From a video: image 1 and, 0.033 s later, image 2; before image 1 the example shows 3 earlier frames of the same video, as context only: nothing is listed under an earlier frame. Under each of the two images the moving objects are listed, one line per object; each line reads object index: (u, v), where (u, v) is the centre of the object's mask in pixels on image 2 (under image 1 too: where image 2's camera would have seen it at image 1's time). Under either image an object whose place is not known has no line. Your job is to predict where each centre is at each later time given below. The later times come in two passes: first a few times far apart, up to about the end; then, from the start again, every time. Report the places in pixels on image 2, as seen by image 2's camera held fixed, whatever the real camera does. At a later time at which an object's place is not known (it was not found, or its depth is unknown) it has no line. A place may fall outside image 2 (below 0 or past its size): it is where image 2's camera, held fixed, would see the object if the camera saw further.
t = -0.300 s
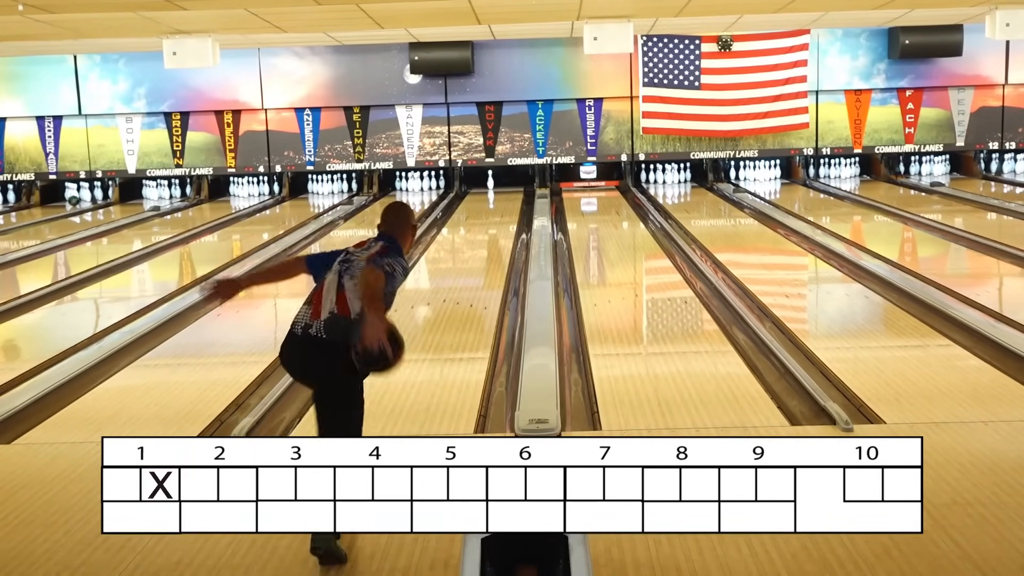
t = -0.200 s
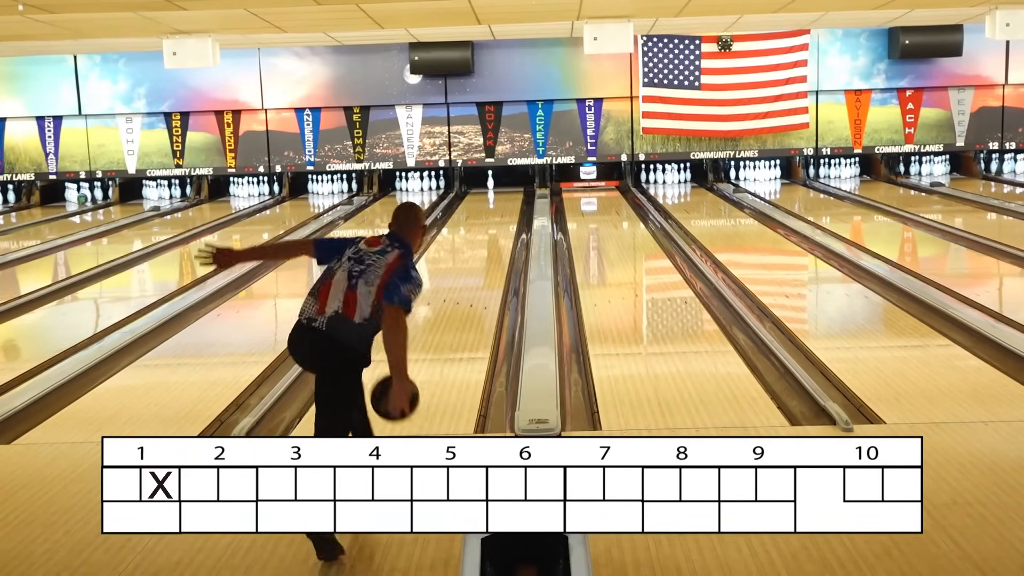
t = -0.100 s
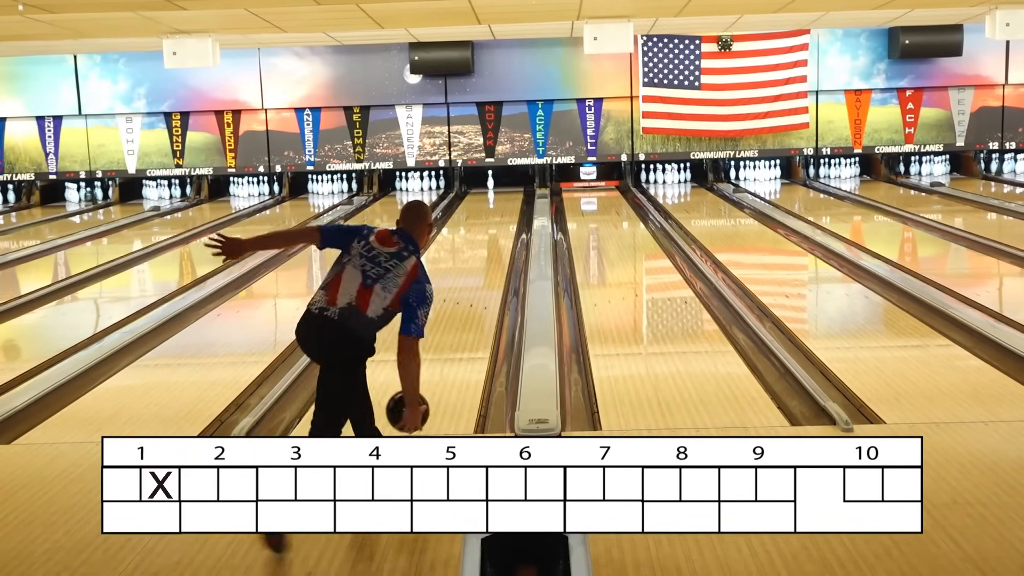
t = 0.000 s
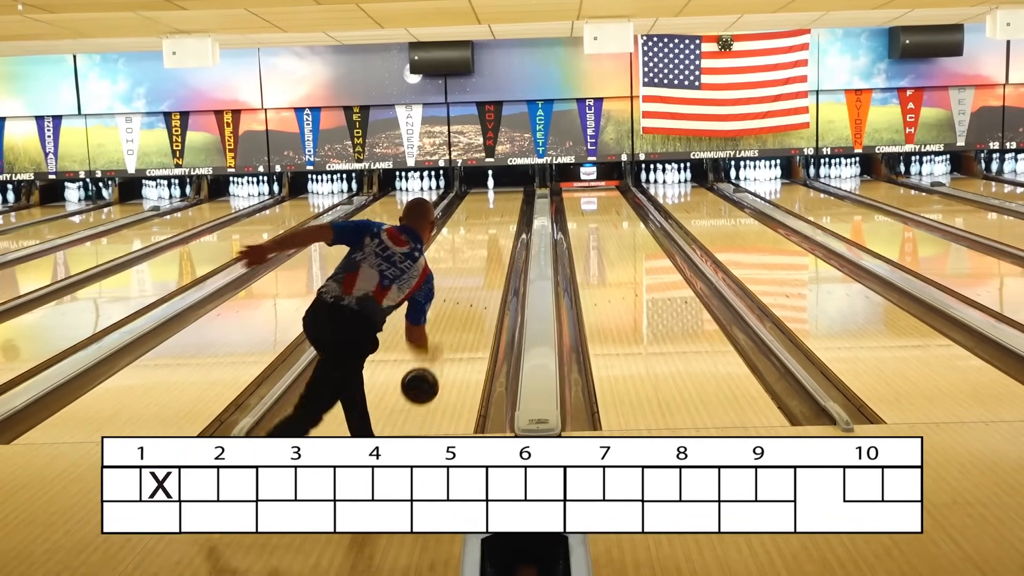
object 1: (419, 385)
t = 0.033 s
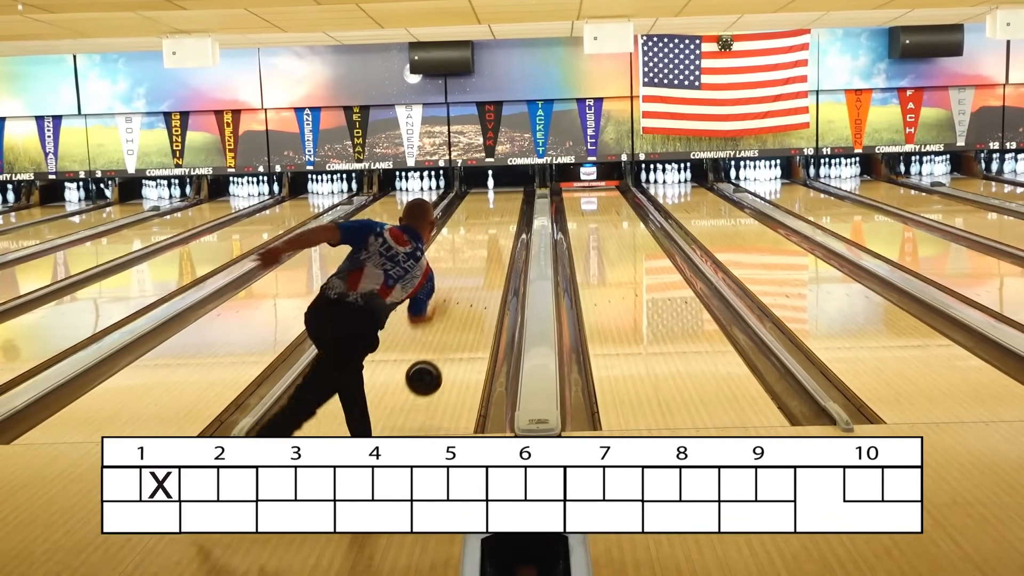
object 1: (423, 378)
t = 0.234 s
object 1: (443, 354)
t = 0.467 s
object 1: (456, 311)
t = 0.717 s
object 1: (466, 277)
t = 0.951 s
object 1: (473, 254)
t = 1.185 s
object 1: (478, 237)
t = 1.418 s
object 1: (481, 223)
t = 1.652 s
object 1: (484, 211)
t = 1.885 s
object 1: (486, 201)
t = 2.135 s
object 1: (487, 192)
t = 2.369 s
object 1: (487, 187)
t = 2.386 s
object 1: (487, 186)
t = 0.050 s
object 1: (425, 374)
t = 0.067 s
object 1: (427, 372)
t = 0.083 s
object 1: (429, 370)
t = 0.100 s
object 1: (431, 368)
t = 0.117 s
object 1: (432, 367)
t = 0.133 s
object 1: (434, 367)
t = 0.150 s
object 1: (436, 366)
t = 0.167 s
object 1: (437, 367)
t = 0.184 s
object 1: (439, 367)
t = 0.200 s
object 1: (440, 363)
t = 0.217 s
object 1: (441, 358)
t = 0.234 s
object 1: (443, 354)
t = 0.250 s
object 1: (444, 351)
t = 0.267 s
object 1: (445, 348)
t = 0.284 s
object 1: (446, 344)
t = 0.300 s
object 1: (447, 341)
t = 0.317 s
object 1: (448, 338)
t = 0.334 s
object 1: (449, 335)
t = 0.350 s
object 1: (450, 331)
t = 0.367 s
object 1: (451, 328)
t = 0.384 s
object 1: (452, 325)
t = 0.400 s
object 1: (453, 322)
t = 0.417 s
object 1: (454, 319)
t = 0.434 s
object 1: (454, 316)
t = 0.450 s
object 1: (455, 313)
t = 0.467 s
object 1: (456, 311)
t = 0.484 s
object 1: (457, 308)
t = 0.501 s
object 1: (458, 305)
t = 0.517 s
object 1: (458, 303)
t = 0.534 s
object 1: (459, 300)
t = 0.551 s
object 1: (460, 298)
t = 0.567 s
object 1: (461, 295)
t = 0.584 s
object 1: (461, 293)
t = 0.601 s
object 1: (462, 291)
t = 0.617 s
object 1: (462, 289)
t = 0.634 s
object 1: (463, 286)
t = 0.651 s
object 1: (464, 284)
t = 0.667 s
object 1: (464, 282)
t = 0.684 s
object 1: (465, 280)
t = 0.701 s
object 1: (465, 278)
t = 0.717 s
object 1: (466, 277)
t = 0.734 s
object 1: (467, 275)
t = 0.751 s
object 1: (467, 273)
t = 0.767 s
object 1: (468, 271)
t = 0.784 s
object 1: (468, 270)
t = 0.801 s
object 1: (469, 268)
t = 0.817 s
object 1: (469, 266)
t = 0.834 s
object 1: (470, 265)
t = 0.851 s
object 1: (470, 263)
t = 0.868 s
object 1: (470, 262)
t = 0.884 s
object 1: (471, 260)
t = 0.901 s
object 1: (471, 259)
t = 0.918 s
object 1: (472, 257)
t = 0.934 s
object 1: (472, 256)
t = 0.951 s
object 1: (473, 254)
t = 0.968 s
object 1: (473, 253)
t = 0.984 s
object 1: (473, 252)
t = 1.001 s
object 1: (474, 250)
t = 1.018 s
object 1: (474, 249)
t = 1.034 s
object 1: (475, 248)
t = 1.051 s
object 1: (475, 247)
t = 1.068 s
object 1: (475, 245)
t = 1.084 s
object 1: (476, 244)
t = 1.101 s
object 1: (476, 243)
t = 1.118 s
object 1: (476, 242)
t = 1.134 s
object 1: (477, 240)
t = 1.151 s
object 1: (477, 239)
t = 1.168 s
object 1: (477, 238)
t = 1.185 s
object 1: (478, 237)
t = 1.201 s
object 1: (478, 236)
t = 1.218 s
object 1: (478, 235)
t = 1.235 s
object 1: (479, 233)
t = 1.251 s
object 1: (479, 232)
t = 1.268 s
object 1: (479, 231)
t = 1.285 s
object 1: (479, 230)
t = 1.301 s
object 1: (480, 229)
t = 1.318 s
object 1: (480, 228)
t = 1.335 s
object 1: (480, 227)
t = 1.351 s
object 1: (480, 226)
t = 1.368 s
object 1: (481, 225)
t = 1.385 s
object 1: (481, 224)
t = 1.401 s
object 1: (481, 223)
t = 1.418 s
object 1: (481, 223)
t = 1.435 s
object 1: (482, 222)
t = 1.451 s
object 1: (482, 221)
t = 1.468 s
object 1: (482, 220)
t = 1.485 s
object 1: (482, 219)
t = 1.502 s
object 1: (483, 218)
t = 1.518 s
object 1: (483, 217)
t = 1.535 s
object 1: (483, 216)
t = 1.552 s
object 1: (483, 216)
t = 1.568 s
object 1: (483, 215)
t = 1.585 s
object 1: (484, 214)
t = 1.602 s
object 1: (484, 213)
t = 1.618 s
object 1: (484, 212)
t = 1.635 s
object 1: (484, 211)
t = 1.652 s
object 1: (484, 211)
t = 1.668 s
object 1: (484, 210)
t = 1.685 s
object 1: (485, 209)
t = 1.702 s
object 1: (485, 208)
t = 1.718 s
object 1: (485, 208)
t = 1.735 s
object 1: (485, 207)
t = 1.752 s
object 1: (485, 206)
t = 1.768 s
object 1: (485, 206)
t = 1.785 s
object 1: (486, 205)
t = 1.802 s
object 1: (486, 204)
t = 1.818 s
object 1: (486, 204)
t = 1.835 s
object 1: (486, 203)
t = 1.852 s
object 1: (486, 202)
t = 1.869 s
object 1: (486, 202)
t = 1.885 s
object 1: (486, 201)
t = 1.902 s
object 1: (486, 200)
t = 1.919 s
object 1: (486, 200)
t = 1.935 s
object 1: (486, 199)
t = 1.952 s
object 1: (486, 199)
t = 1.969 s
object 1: (487, 198)
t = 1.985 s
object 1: (487, 198)
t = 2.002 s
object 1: (487, 197)
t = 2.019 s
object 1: (487, 196)
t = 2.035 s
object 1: (487, 196)
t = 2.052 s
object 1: (487, 195)
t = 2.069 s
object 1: (487, 195)
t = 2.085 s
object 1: (487, 194)
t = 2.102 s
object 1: (487, 194)
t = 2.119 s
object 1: (487, 193)
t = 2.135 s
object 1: (487, 192)
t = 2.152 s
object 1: (487, 192)
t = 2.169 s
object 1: (487, 192)
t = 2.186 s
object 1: (487, 191)
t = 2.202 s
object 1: (487, 191)
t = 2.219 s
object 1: (487, 190)
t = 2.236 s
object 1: (487, 190)
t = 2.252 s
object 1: (487, 189)
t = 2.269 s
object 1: (487, 189)
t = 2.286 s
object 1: (487, 188)
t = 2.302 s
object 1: (487, 188)
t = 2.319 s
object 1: (487, 188)
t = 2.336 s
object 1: (487, 187)
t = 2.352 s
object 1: (487, 187)
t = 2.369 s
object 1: (487, 187)
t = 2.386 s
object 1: (487, 186)
